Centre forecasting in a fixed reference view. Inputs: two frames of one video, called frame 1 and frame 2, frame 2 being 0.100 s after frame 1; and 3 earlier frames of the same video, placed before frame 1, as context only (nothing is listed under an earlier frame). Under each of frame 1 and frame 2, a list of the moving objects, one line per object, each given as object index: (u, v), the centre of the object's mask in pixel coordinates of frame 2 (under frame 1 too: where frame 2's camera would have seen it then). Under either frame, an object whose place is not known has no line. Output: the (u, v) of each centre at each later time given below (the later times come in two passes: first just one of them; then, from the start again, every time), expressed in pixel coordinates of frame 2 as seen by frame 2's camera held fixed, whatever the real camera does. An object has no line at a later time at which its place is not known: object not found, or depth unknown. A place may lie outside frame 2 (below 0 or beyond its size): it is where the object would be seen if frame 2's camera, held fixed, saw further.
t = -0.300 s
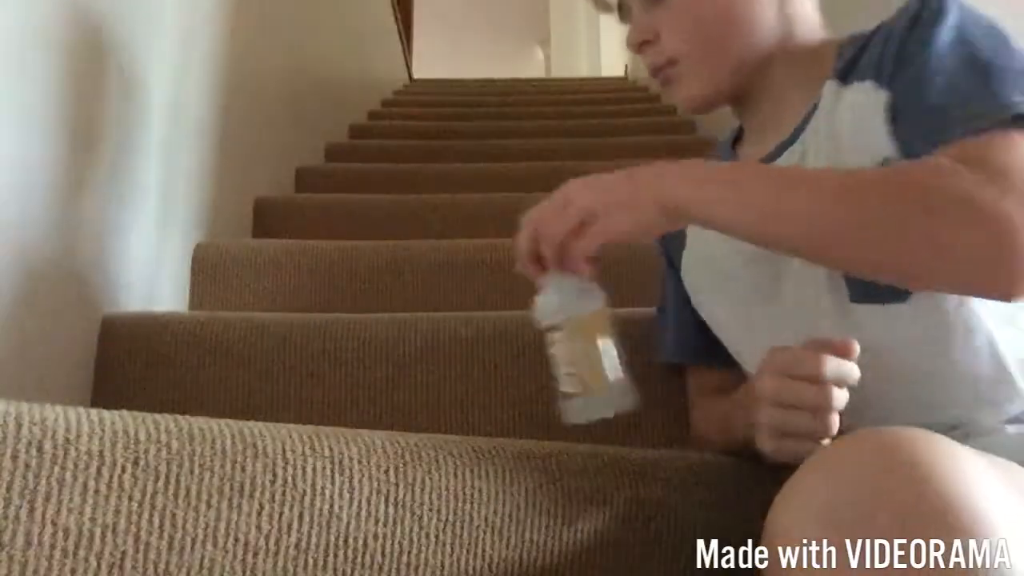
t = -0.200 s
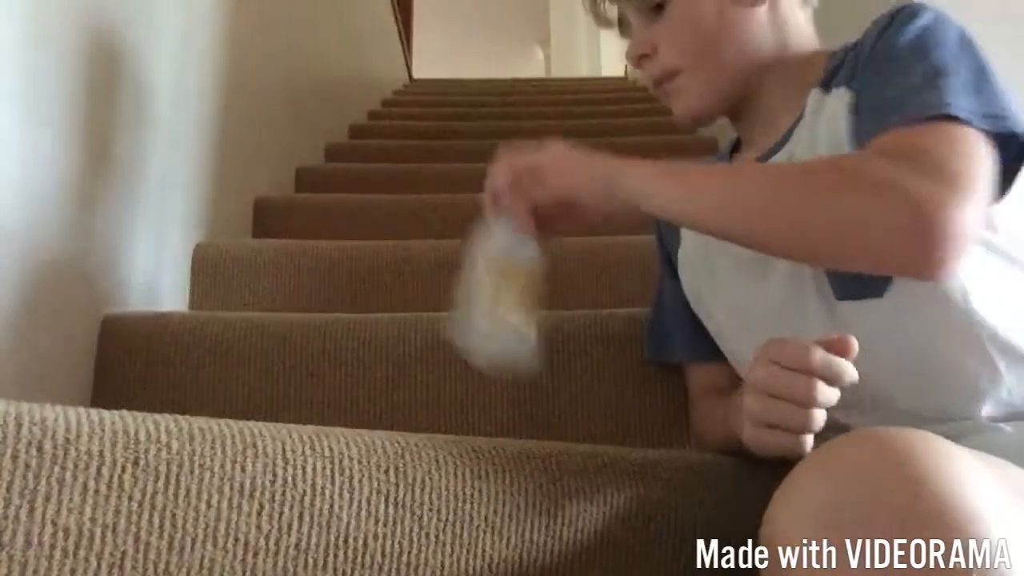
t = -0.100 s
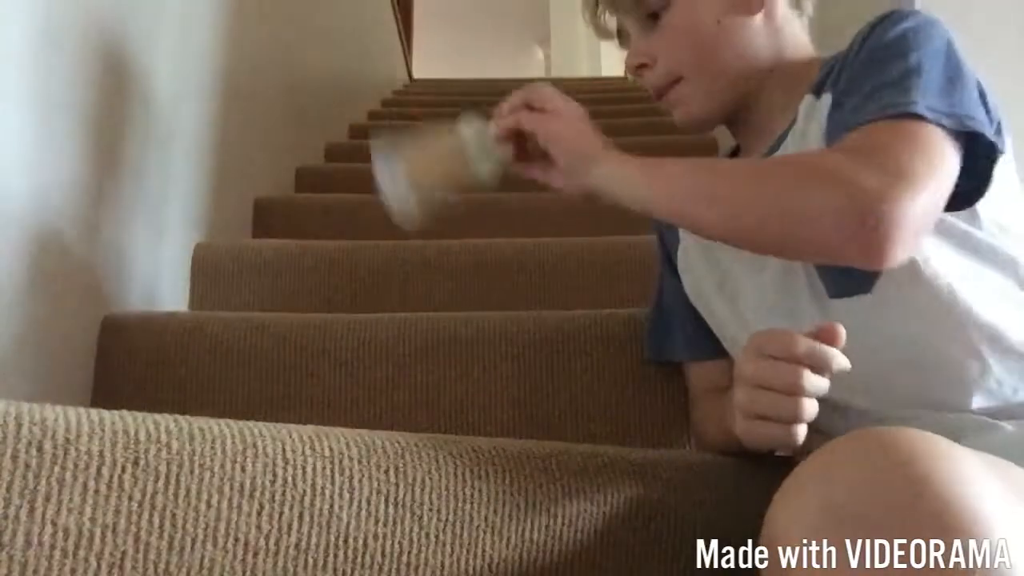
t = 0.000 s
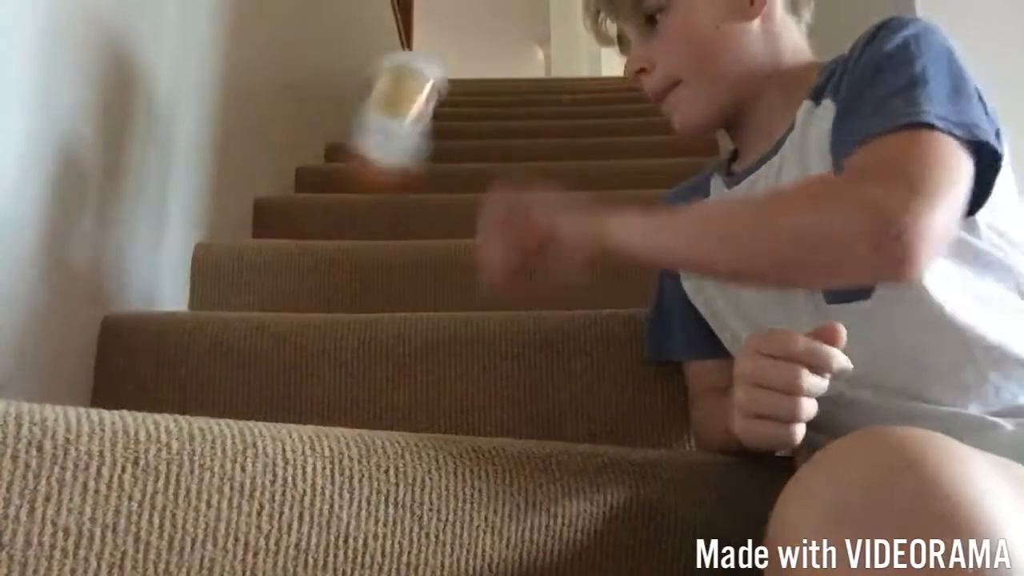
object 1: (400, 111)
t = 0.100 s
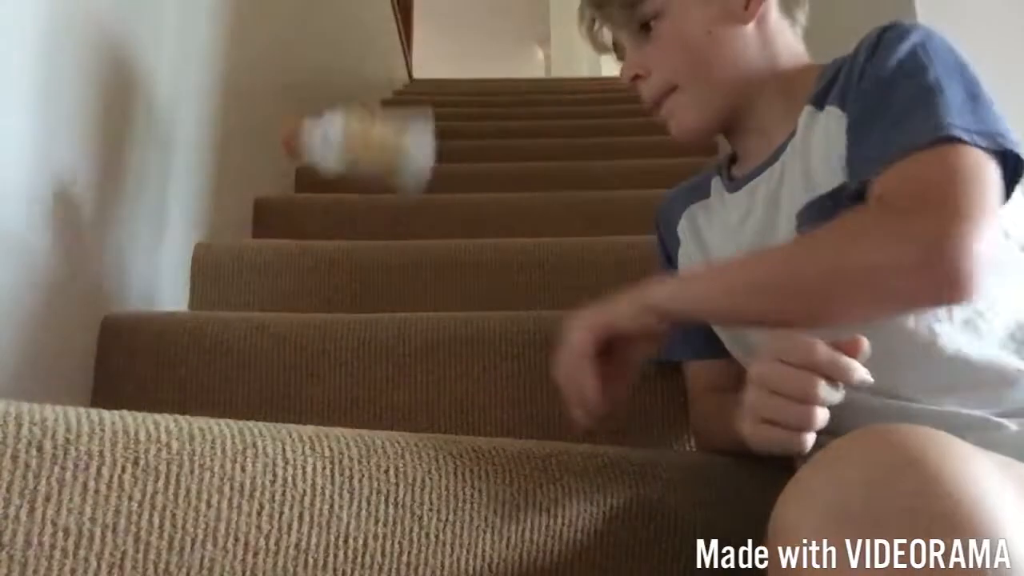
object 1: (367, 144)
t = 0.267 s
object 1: (314, 371)
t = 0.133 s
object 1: (361, 179)
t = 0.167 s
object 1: (350, 225)
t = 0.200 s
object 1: (333, 277)
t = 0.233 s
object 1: (315, 341)
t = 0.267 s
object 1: (314, 371)
